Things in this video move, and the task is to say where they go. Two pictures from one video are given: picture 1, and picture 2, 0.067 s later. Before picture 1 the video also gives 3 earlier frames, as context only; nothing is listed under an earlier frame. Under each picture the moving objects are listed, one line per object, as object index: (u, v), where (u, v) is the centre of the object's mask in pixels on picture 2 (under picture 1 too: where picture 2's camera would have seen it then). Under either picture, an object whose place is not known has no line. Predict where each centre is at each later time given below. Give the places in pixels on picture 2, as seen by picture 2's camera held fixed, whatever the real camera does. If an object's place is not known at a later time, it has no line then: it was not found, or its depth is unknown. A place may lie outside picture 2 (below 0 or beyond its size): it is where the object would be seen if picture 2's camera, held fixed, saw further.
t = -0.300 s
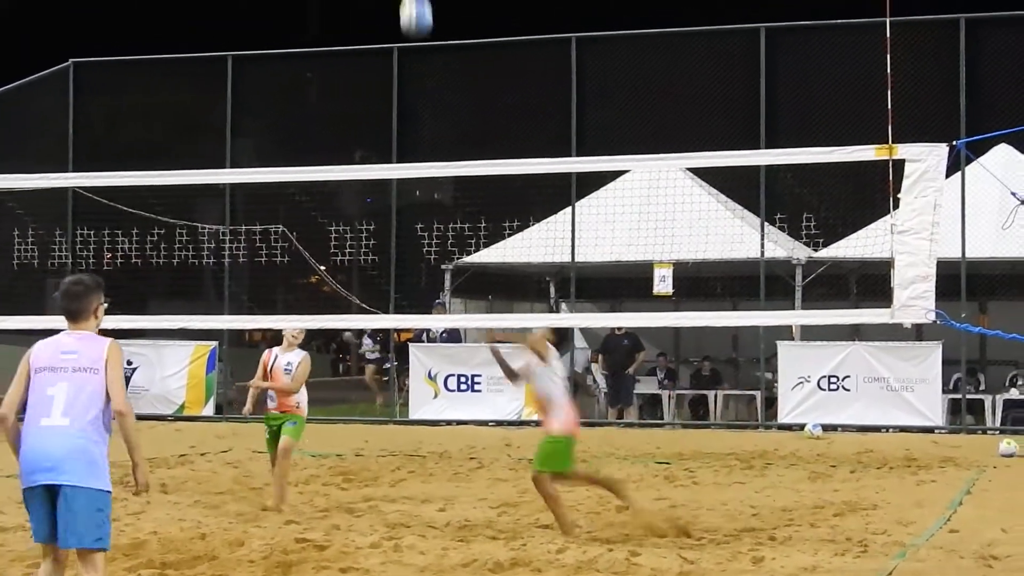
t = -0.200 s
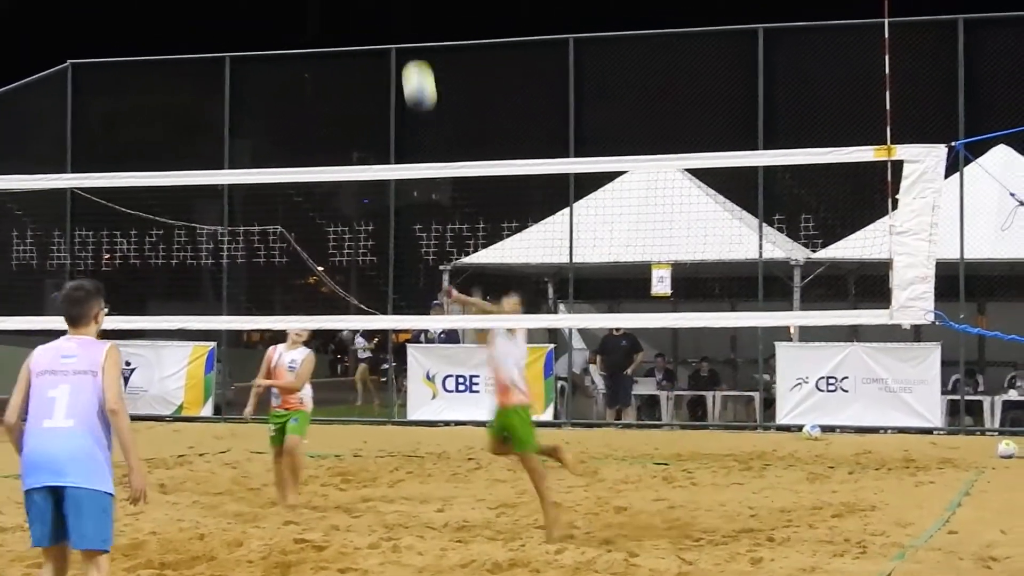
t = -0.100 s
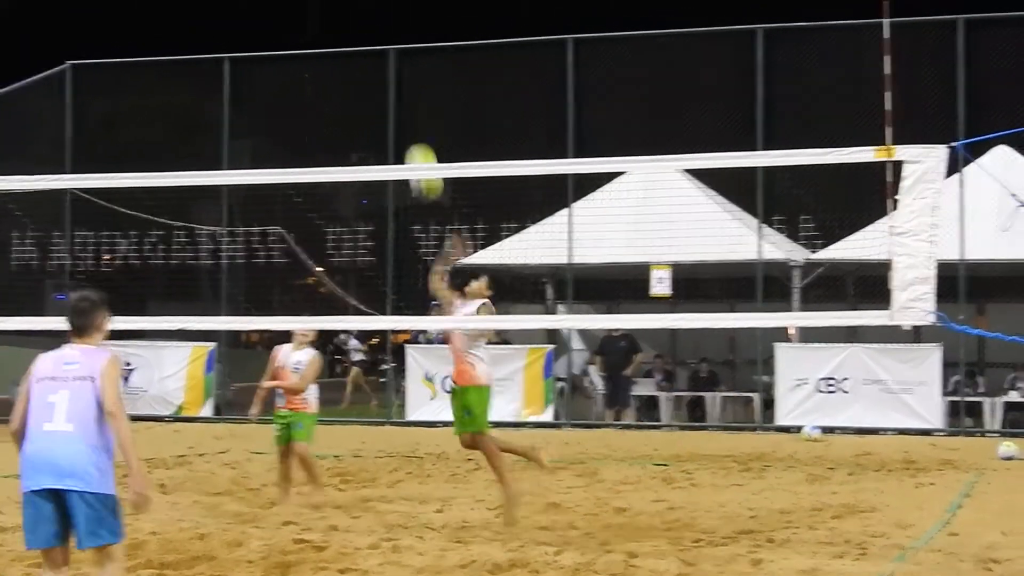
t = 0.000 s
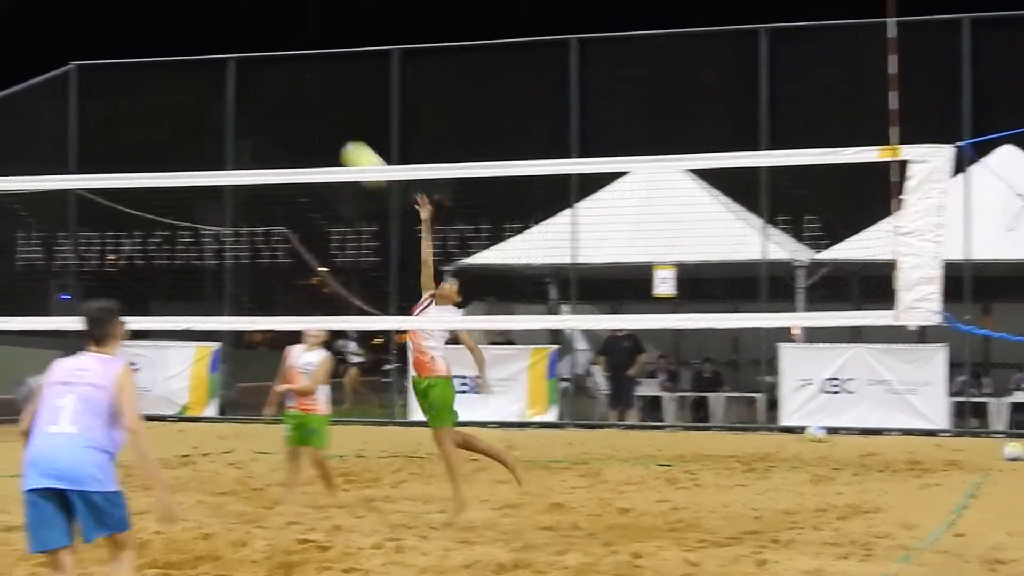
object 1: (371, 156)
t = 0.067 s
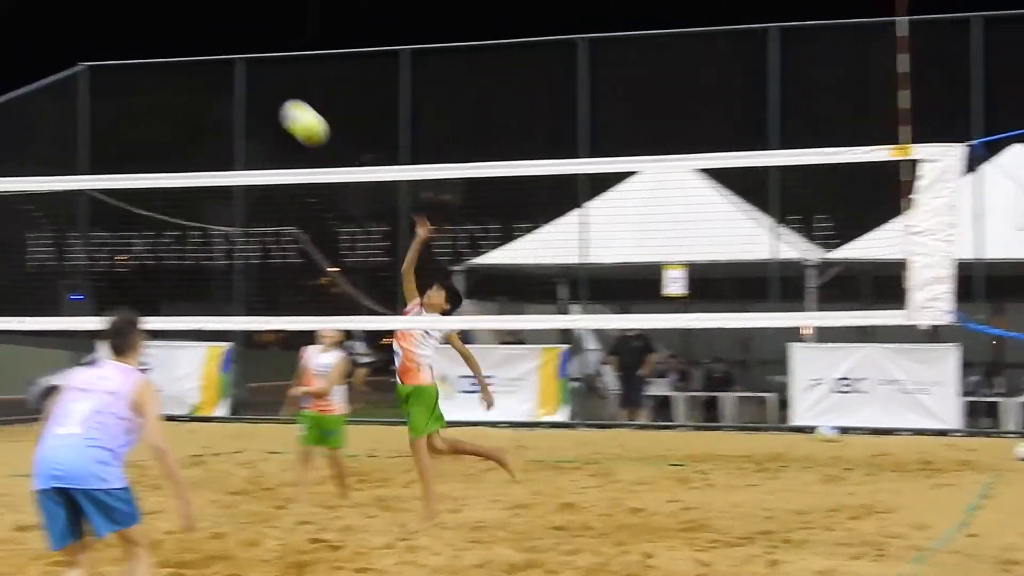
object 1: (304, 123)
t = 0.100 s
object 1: (268, 104)
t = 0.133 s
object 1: (230, 87)
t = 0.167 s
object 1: (193, 72)
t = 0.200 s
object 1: (155, 58)
